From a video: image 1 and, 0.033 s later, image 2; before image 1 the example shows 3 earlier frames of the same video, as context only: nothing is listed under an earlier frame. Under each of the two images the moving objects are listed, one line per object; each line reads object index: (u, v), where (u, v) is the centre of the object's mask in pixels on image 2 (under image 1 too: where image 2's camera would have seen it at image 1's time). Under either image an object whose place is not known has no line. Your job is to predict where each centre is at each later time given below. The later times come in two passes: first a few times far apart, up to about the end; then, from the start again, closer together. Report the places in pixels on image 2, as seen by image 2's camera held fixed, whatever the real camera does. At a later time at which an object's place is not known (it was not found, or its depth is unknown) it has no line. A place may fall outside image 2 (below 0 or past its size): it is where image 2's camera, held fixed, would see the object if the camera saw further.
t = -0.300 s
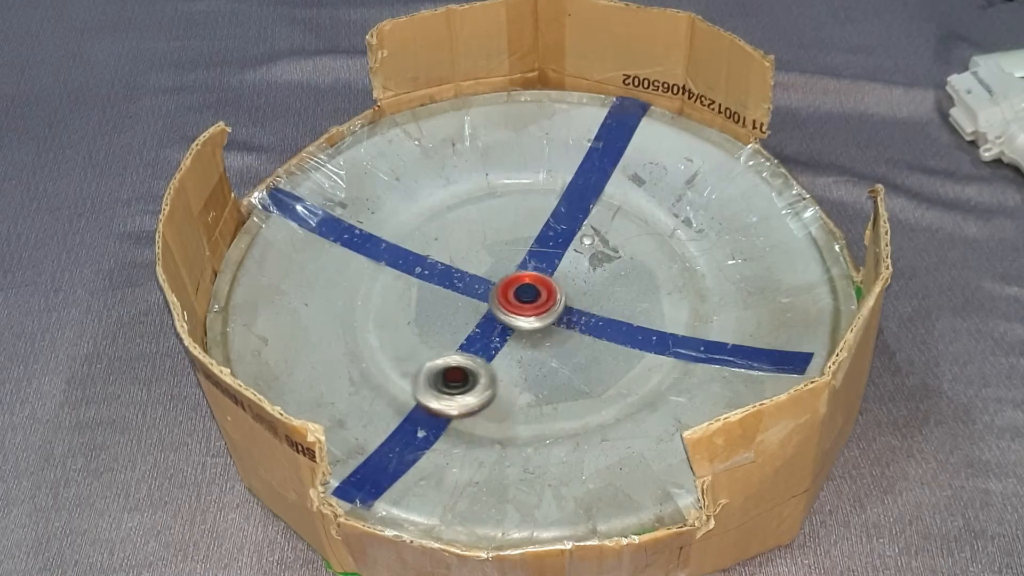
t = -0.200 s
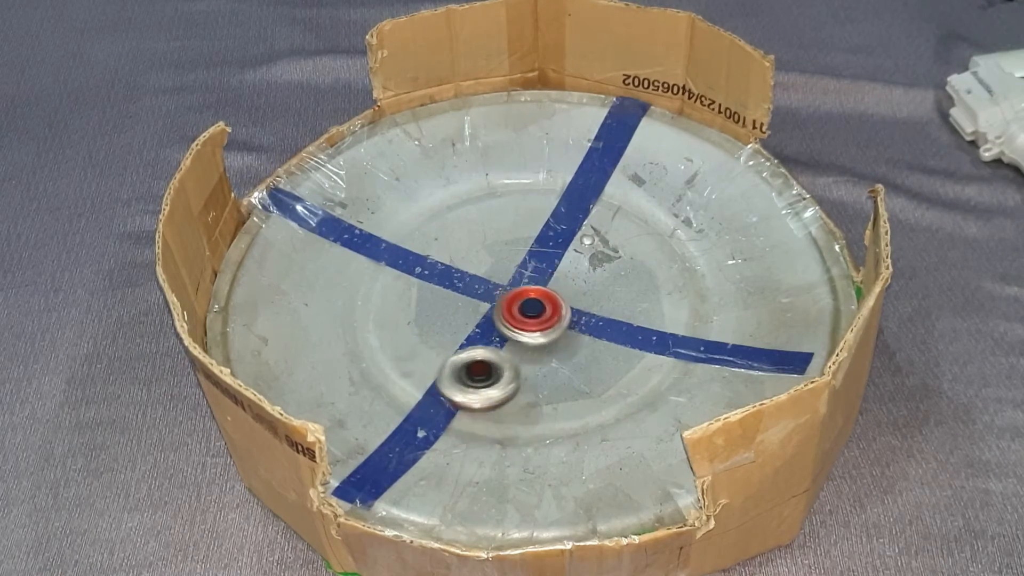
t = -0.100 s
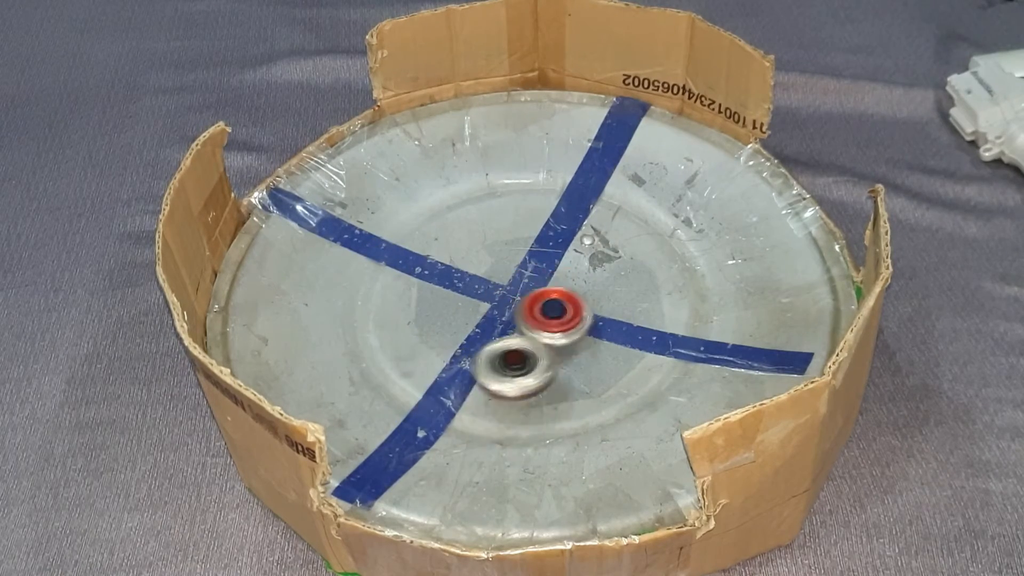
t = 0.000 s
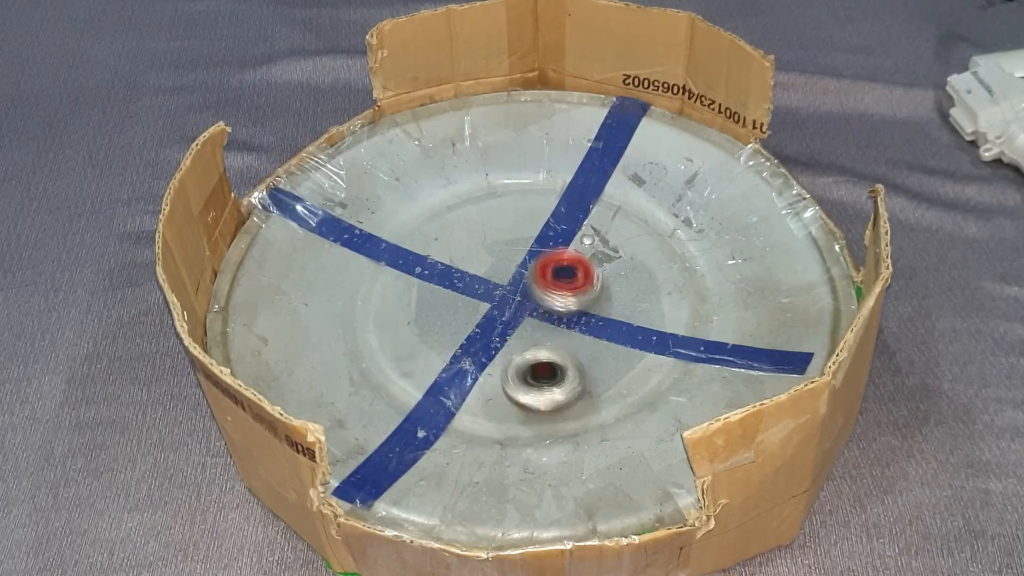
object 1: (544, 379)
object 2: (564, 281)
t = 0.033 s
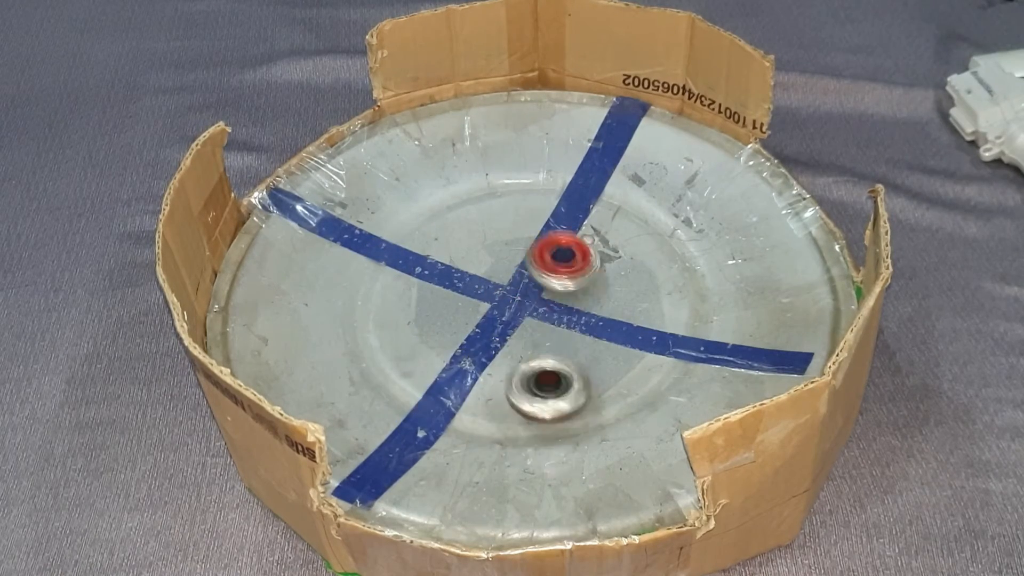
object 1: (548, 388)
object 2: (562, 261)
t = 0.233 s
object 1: (539, 385)
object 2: (496, 208)
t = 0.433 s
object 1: (569, 360)
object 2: (408, 213)
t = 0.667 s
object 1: (600, 329)
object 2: (370, 280)
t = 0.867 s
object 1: (615, 307)
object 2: (444, 311)
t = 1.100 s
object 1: (624, 280)
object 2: (531, 288)
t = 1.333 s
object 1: (662, 271)
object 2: (525, 280)
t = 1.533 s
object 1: (643, 263)
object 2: (506, 248)
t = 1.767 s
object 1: (622, 247)
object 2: (462, 240)
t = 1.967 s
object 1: (603, 230)
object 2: (446, 266)
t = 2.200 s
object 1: (573, 244)
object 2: (501, 285)
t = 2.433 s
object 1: (669, 230)
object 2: (472, 305)
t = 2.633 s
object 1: (677, 242)
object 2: (526, 312)
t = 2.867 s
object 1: (677, 238)
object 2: (537, 282)
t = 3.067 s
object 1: (674, 234)
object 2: (499, 258)
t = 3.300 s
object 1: (675, 235)
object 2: (443, 257)
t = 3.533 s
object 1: (675, 235)
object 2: (435, 269)
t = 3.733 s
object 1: (679, 239)
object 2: (452, 275)
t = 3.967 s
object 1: (678, 242)
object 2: (478, 274)
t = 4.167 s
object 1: (679, 241)
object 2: (478, 263)
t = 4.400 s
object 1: (680, 242)
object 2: (469, 261)
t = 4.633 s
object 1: (678, 245)
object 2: (478, 267)
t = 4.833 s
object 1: (680, 244)
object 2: (492, 263)
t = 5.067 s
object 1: (680, 241)
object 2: (488, 264)
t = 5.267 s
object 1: (678, 240)
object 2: (496, 253)
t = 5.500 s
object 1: (679, 241)
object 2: (474, 273)
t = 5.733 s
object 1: (680, 239)
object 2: (512, 284)
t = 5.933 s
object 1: (679, 242)
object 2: (513, 279)
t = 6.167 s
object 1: (679, 240)
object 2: (513, 280)
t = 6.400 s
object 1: (680, 241)
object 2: (512, 279)
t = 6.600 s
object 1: (680, 243)
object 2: (507, 278)
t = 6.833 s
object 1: (681, 242)
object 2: (497, 267)
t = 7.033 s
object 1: (680, 242)
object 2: (493, 261)
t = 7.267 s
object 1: (679, 241)
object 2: (461, 270)
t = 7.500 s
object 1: (680, 240)
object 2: (474, 280)
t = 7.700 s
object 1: (680, 243)
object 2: (494, 274)
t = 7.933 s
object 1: (680, 241)
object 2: (478, 264)
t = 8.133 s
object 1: (680, 243)
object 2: (473, 273)
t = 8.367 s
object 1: (680, 242)
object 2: (488, 269)
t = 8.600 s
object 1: (680, 242)
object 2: (484, 272)
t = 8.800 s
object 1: (680, 244)
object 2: (484, 271)
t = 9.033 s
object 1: (680, 242)
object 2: (484, 271)
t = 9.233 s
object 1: (680, 241)
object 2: (484, 272)
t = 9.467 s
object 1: (680, 241)
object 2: (488, 275)
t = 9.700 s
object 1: (679, 243)
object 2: (494, 273)
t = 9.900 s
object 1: (680, 241)
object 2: (495, 275)
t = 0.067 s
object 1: (549, 392)
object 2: (555, 249)
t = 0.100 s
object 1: (546, 393)
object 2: (544, 239)
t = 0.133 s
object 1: (541, 393)
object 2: (533, 229)
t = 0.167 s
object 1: (537, 391)
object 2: (523, 220)
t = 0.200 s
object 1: (536, 389)
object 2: (510, 212)
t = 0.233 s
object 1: (539, 385)
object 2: (496, 208)
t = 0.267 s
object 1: (543, 382)
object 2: (484, 203)
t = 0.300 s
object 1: (546, 378)
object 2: (468, 201)
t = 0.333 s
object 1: (550, 374)
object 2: (451, 203)
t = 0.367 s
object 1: (556, 370)
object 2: (437, 205)
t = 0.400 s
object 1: (561, 365)
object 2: (422, 209)
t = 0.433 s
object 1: (569, 360)
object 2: (408, 213)
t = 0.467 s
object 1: (575, 356)
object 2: (393, 220)
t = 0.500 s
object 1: (581, 352)
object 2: (382, 228)
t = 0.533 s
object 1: (586, 347)
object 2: (376, 236)
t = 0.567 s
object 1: (590, 342)
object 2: (371, 247)
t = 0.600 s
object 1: (592, 337)
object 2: (368, 258)
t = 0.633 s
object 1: (596, 332)
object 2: (367, 269)
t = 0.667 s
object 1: (600, 329)
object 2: (370, 280)
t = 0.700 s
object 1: (603, 325)
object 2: (375, 290)
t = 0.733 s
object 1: (607, 321)
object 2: (384, 299)
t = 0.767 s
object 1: (610, 317)
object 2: (397, 307)
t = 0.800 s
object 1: (612, 313)
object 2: (410, 311)
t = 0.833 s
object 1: (614, 311)
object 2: (426, 312)
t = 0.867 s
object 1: (615, 307)
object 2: (444, 311)
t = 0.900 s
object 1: (616, 304)
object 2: (460, 308)
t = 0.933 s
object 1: (616, 301)
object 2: (477, 305)
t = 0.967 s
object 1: (614, 296)
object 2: (493, 301)
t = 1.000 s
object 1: (613, 292)
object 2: (509, 298)
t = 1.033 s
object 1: (613, 288)
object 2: (521, 295)
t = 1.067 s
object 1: (613, 284)
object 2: (532, 292)
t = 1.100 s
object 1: (624, 280)
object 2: (531, 288)
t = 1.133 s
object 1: (642, 276)
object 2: (523, 287)
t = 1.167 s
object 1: (655, 272)
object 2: (519, 284)
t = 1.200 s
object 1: (661, 270)
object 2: (519, 285)
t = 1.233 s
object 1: (662, 269)
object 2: (517, 287)
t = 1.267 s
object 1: (663, 269)
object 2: (519, 288)
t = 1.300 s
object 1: (663, 271)
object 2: (522, 286)
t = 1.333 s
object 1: (662, 271)
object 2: (525, 280)
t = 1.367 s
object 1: (659, 270)
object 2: (528, 274)
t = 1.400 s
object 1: (656, 270)
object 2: (527, 269)
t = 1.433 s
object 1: (653, 268)
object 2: (524, 264)
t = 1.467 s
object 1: (650, 266)
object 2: (520, 260)
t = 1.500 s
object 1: (647, 264)
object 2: (513, 254)
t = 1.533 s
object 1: (643, 263)
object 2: (506, 248)
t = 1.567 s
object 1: (641, 261)
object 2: (499, 245)
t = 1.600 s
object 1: (637, 260)
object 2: (494, 242)
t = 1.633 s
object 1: (633, 258)
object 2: (487, 241)
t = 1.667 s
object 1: (629, 256)
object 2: (481, 240)
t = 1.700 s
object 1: (626, 253)
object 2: (475, 240)
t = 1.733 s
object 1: (624, 250)
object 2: (470, 239)
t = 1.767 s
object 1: (622, 247)
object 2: (462, 240)
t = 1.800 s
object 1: (619, 245)
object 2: (454, 243)
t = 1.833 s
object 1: (615, 242)
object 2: (447, 248)
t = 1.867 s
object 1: (613, 240)
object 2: (442, 253)
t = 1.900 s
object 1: (610, 237)
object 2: (440, 258)
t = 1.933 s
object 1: (607, 234)
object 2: (442, 262)
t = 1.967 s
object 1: (603, 230)
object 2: (446, 266)
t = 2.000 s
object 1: (598, 228)
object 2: (451, 271)
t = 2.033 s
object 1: (595, 229)
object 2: (456, 275)
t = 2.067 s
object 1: (592, 232)
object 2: (463, 278)
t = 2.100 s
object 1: (585, 235)
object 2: (470, 282)
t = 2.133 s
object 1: (581, 236)
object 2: (480, 284)
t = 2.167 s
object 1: (576, 239)
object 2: (490, 286)
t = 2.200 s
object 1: (573, 244)
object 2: (501, 285)
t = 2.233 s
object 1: (577, 246)
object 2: (503, 286)
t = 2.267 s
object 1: (608, 236)
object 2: (488, 294)
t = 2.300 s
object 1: (634, 234)
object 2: (473, 301)
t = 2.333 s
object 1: (651, 230)
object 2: (464, 304)
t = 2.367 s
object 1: (663, 231)
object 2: (461, 305)
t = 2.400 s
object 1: (668, 231)
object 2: (464, 306)
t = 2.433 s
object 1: (669, 230)
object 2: (472, 305)
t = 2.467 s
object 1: (670, 229)
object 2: (482, 305)
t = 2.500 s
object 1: (673, 230)
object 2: (490, 305)
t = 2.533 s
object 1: (675, 233)
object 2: (500, 307)
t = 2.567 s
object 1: (678, 236)
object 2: (510, 308)
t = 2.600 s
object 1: (678, 240)
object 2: (519, 310)
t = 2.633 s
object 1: (677, 242)
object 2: (526, 312)
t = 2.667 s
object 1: (676, 241)
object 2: (536, 313)
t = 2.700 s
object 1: (676, 239)
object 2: (545, 310)
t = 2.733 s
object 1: (675, 236)
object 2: (550, 305)
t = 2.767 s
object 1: (674, 234)
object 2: (550, 299)
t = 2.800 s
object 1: (675, 234)
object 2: (547, 292)
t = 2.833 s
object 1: (676, 236)
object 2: (543, 287)
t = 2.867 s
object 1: (677, 238)
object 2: (537, 282)
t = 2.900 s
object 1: (678, 239)
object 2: (534, 278)
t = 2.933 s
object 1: (677, 240)
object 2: (529, 274)
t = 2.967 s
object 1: (676, 237)
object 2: (522, 270)
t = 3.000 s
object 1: (675, 236)
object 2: (514, 266)
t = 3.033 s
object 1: (674, 234)
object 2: (507, 262)
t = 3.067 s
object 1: (674, 234)
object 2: (499, 258)
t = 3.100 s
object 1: (675, 235)
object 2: (490, 255)
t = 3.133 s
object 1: (676, 236)
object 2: (481, 254)
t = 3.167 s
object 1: (675, 236)
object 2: (471, 252)
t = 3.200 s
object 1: (674, 234)
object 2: (462, 251)
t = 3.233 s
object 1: (674, 233)
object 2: (454, 252)
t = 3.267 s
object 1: (675, 234)
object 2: (449, 254)
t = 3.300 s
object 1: (675, 235)
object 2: (443, 257)
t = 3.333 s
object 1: (676, 235)
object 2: (439, 259)
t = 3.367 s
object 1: (675, 234)
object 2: (436, 261)
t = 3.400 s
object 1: (675, 234)
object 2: (435, 264)
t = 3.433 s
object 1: (676, 235)
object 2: (434, 267)
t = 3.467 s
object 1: (676, 237)
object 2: (435, 269)
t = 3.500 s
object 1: (675, 236)
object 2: (435, 270)
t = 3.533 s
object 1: (675, 235)
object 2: (435, 269)
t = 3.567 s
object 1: (674, 233)
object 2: (436, 269)
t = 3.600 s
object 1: (675, 234)
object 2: (438, 269)
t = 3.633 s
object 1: (676, 235)
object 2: (441, 270)
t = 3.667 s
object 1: (677, 237)
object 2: (445, 272)
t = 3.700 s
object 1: (678, 238)
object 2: (448, 274)
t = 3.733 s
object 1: (679, 239)
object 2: (452, 275)
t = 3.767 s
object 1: (679, 241)
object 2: (454, 276)
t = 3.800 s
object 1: (678, 241)
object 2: (457, 276)
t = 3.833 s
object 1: (678, 240)
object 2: (461, 275)
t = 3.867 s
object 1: (679, 239)
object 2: (464, 275)
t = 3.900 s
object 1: (679, 240)
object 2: (468, 275)
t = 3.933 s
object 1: (679, 242)
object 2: (473, 275)
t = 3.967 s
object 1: (678, 242)
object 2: (478, 274)
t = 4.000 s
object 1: (678, 243)
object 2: (482, 272)
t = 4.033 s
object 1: (680, 241)
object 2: (483, 270)
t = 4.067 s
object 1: (680, 241)
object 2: (481, 268)
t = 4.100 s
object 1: (680, 242)
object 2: (480, 266)
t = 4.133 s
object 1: (678, 243)
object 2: (479, 263)
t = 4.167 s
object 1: (679, 241)
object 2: (478, 263)
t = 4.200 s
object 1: (680, 241)
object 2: (476, 263)
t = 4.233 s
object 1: (680, 242)
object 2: (473, 262)
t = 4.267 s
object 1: (678, 244)
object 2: (472, 261)
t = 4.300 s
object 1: (678, 243)
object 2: (471, 262)
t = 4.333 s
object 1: (680, 241)
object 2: (471, 261)
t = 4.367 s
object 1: (681, 240)
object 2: (471, 261)
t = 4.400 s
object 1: (680, 242)
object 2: (469, 261)
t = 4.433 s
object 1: (678, 244)
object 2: (468, 260)
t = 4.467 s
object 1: (677, 244)
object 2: (467, 261)
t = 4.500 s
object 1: (679, 243)
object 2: (469, 262)
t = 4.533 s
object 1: (680, 241)
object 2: (472, 264)
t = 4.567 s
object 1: (681, 242)
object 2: (475, 265)
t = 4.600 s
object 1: (681, 243)
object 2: (477, 266)
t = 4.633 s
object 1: (678, 245)
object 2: (478, 267)
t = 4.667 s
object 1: (677, 243)
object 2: (479, 266)
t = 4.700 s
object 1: (678, 243)
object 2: (481, 266)
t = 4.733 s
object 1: (680, 241)
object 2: (482, 265)
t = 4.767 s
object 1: (680, 240)
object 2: (484, 264)
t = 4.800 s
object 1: (681, 242)
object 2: (488, 263)
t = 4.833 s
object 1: (680, 244)
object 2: (492, 263)
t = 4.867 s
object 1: (677, 245)
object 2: (491, 262)
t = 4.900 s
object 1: (676, 244)
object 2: (489, 260)
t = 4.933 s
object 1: (677, 243)
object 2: (485, 260)
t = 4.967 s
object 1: (678, 241)
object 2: (482, 259)
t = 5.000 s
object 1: (679, 239)
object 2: (480, 261)
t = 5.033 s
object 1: (680, 239)
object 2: (483, 263)
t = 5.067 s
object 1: (680, 241)
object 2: (488, 264)
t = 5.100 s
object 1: (679, 243)
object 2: (495, 266)
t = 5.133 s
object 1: (677, 245)
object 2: (503, 267)
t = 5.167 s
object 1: (676, 244)
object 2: (507, 266)
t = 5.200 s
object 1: (677, 243)
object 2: (507, 260)
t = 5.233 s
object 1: (678, 243)
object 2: (503, 255)
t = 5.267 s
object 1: (678, 240)
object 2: (496, 253)
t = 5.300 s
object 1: (678, 238)
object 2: (490, 253)
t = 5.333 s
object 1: (679, 238)
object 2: (485, 255)
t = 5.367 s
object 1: (680, 240)
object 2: (478, 257)
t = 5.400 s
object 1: (679, 243)
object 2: (474, 260)
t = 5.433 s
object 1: (679, 244)
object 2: (473, 265)
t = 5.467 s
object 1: (679, 243)
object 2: (473, 269)
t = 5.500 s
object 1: (679, 241)
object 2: (474, 273)
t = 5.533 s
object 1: (679, 239)
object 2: (478, 277)
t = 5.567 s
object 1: (679, 239)
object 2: (483, 280)
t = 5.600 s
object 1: (680, 241)
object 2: (491, 283)
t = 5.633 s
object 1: (679, 242)
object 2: (498, 284)
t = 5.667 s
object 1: (679, 243)
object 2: (504, 284)
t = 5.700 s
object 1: (680, 241)
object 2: (509, 284)
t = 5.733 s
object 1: (680, 239)
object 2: (512, 284)
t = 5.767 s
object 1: (679, 240)
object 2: (513, 283)
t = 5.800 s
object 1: (679, 241)
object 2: (514, 281)
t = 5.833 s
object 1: (679, 240)
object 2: (513, 279)
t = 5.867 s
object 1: (679, 239)
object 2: (513, 279)
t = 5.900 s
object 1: (680, 240)
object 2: (513, 279)
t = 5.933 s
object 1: (679, 242)
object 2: (513, 279)
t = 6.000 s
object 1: (679, 241)
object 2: (513, 279)
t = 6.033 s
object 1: (679, 239)
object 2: (513, 280)
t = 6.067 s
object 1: (679, 241)
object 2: (513, 280)
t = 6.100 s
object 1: (679, 242)
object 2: (513, 279)
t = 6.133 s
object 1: (680, 240)
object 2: (513, 280)
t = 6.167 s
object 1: (679, 240)
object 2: (513, 280)
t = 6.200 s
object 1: (680, 240)
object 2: (514, 280)
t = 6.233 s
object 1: (679, 242)
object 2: (513, 279)
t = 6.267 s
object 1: (679, 241)
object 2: (512, 279)
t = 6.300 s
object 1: (680, 240)
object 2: (510, 279)
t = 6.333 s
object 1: (680, 241)
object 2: (510, 280)
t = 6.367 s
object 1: (680, 242)
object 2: (512, 280)
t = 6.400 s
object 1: (680, 241)
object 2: (512, 279)
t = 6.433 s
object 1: (680, 241)
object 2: (510, 279)
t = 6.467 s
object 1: (680, 242)
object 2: (509, 279)
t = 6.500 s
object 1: (680, 243)
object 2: (509, 279)
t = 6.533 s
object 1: (680, 242)
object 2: (509, 279)
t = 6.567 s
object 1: (680, 242)
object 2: (508, 279)
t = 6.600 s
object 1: (680, 243)
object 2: (507, 278)
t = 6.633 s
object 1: (680, 243)
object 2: (506, 276)
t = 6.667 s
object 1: (680, 243)
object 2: (503, 274)
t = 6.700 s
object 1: (681, 242)
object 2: (502, 271)
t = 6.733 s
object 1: (681, 242)
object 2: (500, 268)
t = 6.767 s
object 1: (680, 244)
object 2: (496, 266)
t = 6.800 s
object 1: (679, 243)
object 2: (495, 267)
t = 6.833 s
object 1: (681, 242)
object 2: (497, 267)
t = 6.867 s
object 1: (681, 241)
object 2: (499, 268)
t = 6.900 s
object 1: (680, 244)
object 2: (501, 269)
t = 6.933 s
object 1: (678, 244)
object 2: (504, 268)
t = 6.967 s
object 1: (677, 244)
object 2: (504, 264)
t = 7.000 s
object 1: (678, 243)
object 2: (499, 262)
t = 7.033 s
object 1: (680, 242)
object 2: (493, 261)
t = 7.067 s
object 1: (681, 240)
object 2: (486, 260)
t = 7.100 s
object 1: (680, 242)
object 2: (479, 260)
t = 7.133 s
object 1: (680, 243)
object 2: (476, 262)
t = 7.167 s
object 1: (678, 245)
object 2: (471, 263)
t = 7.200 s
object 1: (677, 244)
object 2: (467, 265)
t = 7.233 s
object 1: (679, 243)
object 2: (463, 267)
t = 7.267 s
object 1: (679, 241)
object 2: (461, 270)
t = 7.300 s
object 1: (680, 240)
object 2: (461, 272)
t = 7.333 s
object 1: (680, 241)
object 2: (462, 274)
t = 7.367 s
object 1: (679, 244)
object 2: (463, 276)
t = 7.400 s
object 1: (678, 244)
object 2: (464, 277)
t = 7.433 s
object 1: (679, 243)
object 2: (467, 279)
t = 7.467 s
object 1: (680, 241)
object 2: (470, 280)
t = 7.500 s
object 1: (680, 240)
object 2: (474, 280)
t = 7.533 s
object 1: (680, 242)
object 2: (479, 281)
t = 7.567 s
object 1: (679, 243)
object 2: (486, 280)
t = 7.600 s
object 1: (680, 243)
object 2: (493, 279)
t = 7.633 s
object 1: (680, 242)
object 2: (494, 278)
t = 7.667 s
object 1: (680, 242)
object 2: (494, 276)
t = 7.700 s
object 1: (680, 243)
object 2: (494, 274)
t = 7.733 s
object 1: (679, 243)
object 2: (493, 272)
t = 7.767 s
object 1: (680, 242)
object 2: (492, 270)
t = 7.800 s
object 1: (680, 241)
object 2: (490, 269)
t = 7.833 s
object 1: (680, 242)
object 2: (486, 267)
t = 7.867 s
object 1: (680, 243)
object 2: (483, 266)
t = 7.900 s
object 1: (680, 241)
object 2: (480, 265)
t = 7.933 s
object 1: (680, 241)
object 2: (478, 264)
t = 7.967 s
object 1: (680, 242)
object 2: (476, 264)
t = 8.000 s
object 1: (680, 242)
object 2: (474, 265)
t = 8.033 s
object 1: (680, 241)
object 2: (474, 267)
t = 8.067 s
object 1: (680, 240)
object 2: (472, 269)
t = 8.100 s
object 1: (680, 242)
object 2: (472, 271)
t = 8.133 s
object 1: (680, 243)
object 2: (473, 273)
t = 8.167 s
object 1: (680, 242)
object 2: (477, 275)
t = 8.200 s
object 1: (680, 241)
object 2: (481, 275)
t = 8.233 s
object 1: (680, 241)
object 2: (485, 274)
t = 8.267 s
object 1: (679, 243)
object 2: (487, 273)
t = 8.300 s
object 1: (680, 242)
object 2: (488, 271)
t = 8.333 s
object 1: (680, 241)
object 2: (488, 270)
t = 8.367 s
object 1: (680, 242)
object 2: (488, 269)
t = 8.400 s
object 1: (680, 242)
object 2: (487, 268)
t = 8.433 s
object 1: (680, 242)
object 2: (484, 269)
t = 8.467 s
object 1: (680, 241)
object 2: (480, 270)
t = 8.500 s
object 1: (680, 242)
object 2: (479, 271)
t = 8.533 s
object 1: (680, 243)
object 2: (480, 271)
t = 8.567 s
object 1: (680, 242)
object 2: (482, 271)
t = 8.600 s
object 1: (680, 242)
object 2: (484, 272)
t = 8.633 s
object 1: (680, 242)
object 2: (485, 271)
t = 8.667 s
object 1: (680, 243)
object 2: (485, 271)
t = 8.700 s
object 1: (680, 243)
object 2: (485, 271)
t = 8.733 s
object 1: (680, 242)
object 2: (485, 271)
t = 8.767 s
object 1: (680, 242)
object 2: (484, 271)
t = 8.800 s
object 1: (680, 244)
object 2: (484, 271)
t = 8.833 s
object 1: (679, 243)
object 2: (484, 271)
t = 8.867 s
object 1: (680, 242)
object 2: (484, 271)
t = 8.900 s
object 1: (680, 241)
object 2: (484, 271)
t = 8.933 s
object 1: (680, 242)
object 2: (484, 271)
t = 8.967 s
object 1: (680, 244)
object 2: (484, 271)
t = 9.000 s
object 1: (679, 244)
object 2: (484, 271)
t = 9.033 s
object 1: (680, 242)
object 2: (484, 271)
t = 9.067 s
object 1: (680, 241)
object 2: (484, 271)
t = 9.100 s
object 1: (681, 241)
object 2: (484, 272)
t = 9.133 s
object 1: (680, 243)
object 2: (484, 272)
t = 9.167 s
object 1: (679, 244)
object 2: (484, 272)
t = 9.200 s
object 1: (679, 243)
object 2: (484, 272)
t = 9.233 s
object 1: (680, 241)
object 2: (484, 272)
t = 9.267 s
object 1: (680, 241)
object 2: (484, 272)
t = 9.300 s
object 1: (680, 242)
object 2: (484, 273)
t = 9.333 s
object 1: (679, 243)
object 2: (484, 273)
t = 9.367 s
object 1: (679, 243)
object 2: (485, 274)
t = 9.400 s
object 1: (680, 241)
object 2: (486, 274)
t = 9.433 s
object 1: (680, 241)
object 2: (487, 275)
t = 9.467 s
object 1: (680, 241)
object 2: (488, 275)
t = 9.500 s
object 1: (680, 243)
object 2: (489, 276)
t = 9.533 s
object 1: (679, 243)
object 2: (491, 276)
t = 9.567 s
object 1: (679, 242)
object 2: (492, 277)
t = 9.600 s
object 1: (680, 240)
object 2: (494, 277)
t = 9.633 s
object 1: (680, 241)
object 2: (496, 275)
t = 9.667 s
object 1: (679, 243)
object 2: (496, 274)
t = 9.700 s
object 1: (679, 243)
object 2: (494, 273)
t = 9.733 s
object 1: (680, 242)
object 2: (493, 274)
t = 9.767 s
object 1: (680, 241)
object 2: (492, 275)
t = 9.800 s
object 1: (680, 242)
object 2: (492, 275)
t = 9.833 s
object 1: (679, 243)
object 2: (493, 276)
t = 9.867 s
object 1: (679, 243)
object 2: (494, 276)
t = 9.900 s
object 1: (680, 241)
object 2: (495, 275)
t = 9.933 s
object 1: (680, 242)
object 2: (495, 275)
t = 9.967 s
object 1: (680, 242)
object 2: (495, 275)
